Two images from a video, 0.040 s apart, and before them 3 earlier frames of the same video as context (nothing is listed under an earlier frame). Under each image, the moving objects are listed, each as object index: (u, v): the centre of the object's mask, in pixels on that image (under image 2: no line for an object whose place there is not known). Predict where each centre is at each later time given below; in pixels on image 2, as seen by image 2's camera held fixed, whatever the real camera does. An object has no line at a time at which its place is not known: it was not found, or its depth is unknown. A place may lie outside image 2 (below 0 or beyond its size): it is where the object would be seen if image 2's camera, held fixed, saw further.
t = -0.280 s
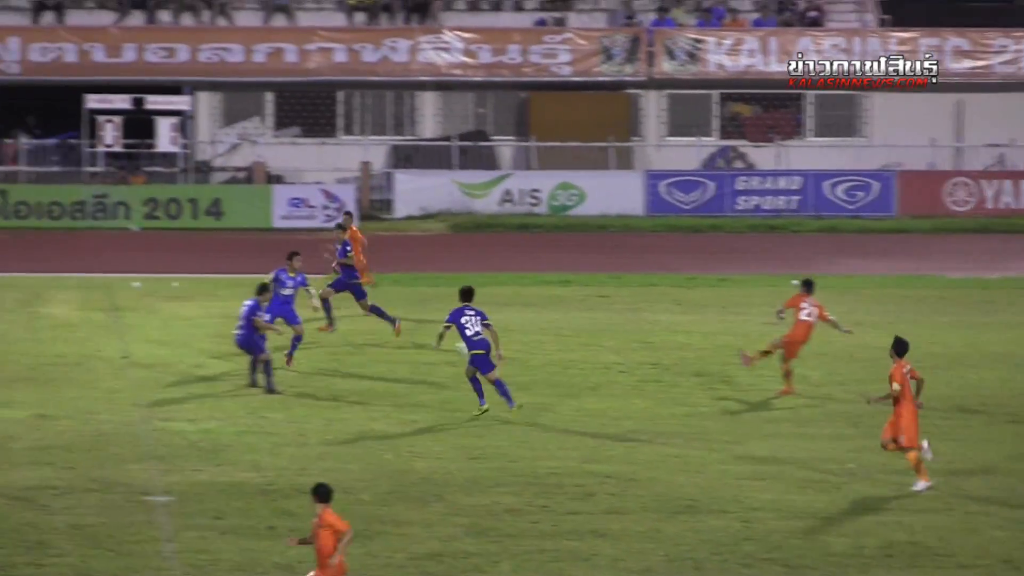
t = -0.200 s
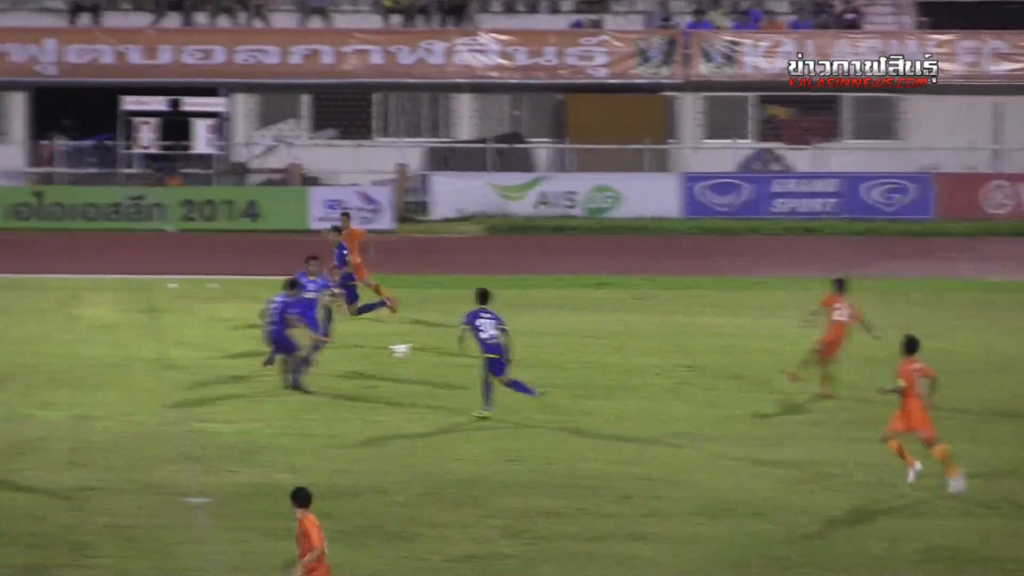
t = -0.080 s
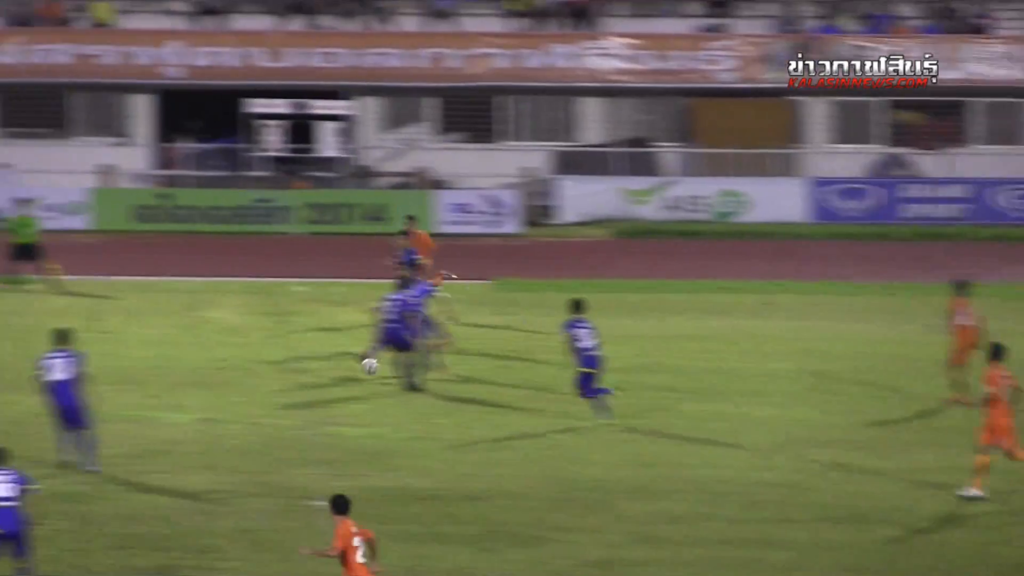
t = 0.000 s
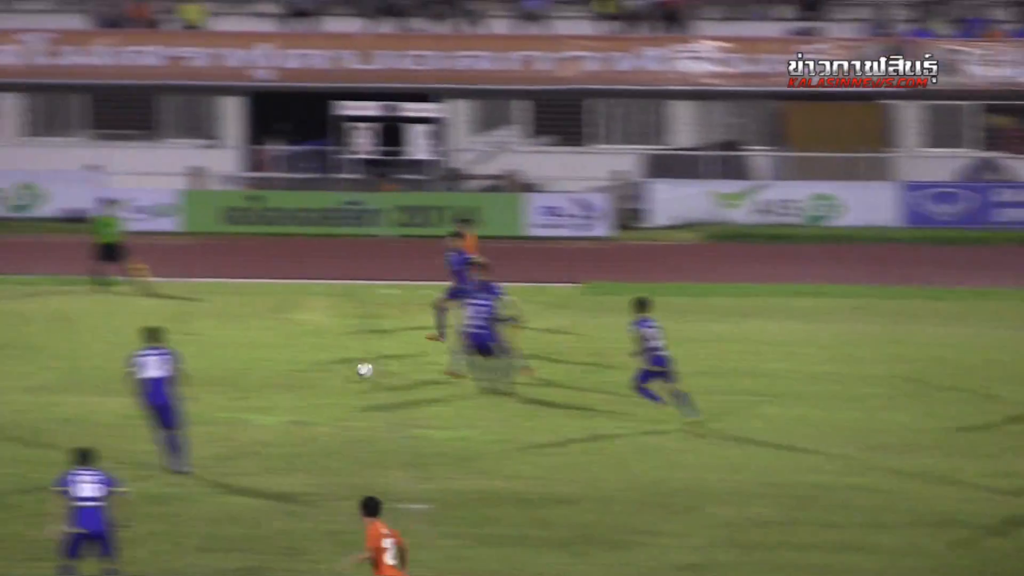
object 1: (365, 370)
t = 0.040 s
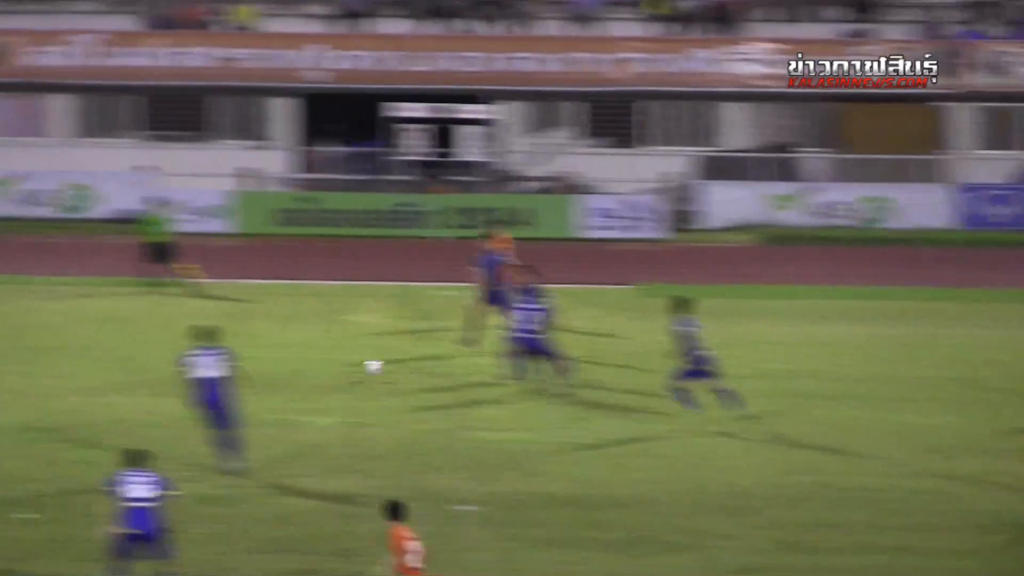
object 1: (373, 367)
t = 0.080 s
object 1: (332, 363)
